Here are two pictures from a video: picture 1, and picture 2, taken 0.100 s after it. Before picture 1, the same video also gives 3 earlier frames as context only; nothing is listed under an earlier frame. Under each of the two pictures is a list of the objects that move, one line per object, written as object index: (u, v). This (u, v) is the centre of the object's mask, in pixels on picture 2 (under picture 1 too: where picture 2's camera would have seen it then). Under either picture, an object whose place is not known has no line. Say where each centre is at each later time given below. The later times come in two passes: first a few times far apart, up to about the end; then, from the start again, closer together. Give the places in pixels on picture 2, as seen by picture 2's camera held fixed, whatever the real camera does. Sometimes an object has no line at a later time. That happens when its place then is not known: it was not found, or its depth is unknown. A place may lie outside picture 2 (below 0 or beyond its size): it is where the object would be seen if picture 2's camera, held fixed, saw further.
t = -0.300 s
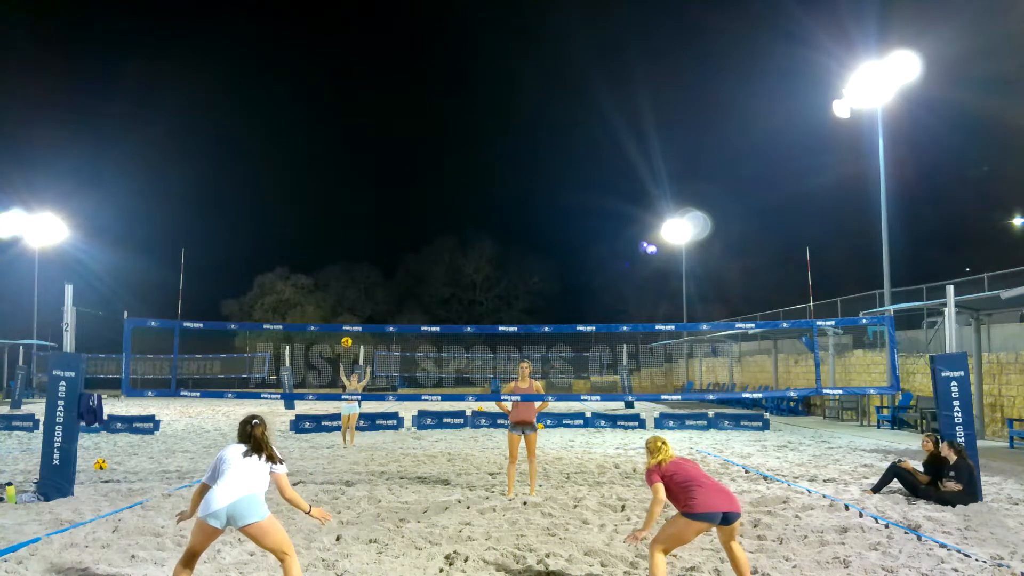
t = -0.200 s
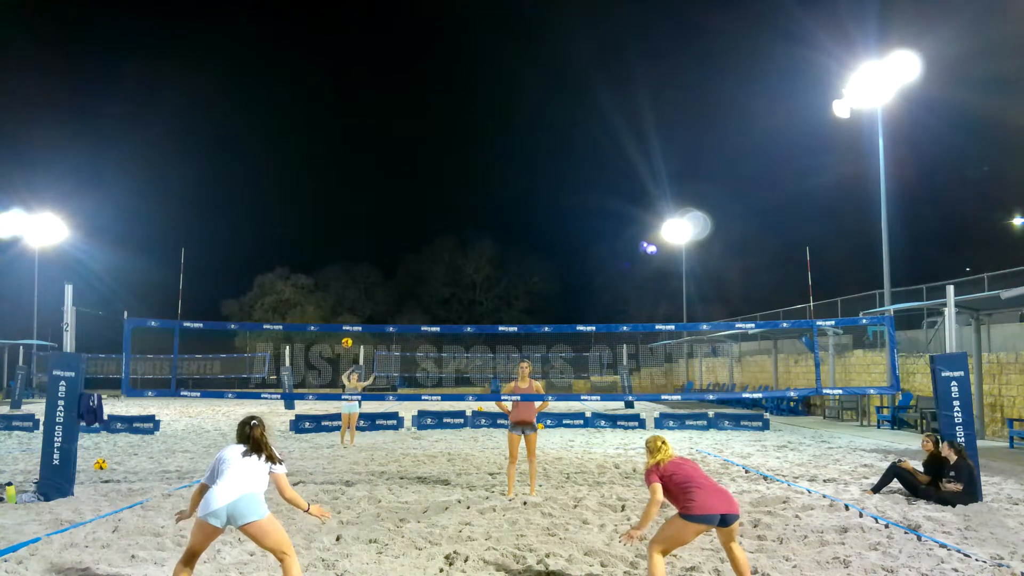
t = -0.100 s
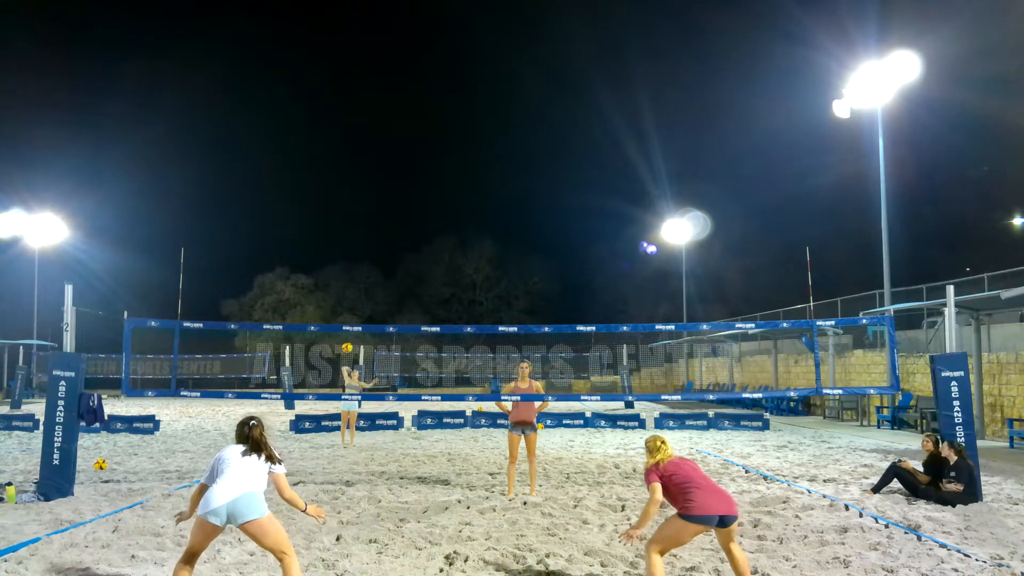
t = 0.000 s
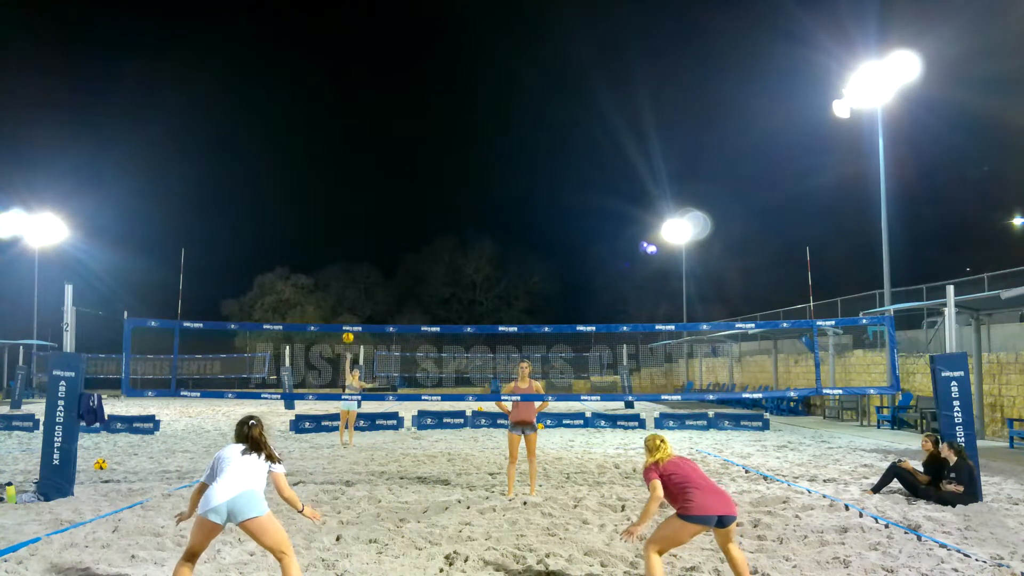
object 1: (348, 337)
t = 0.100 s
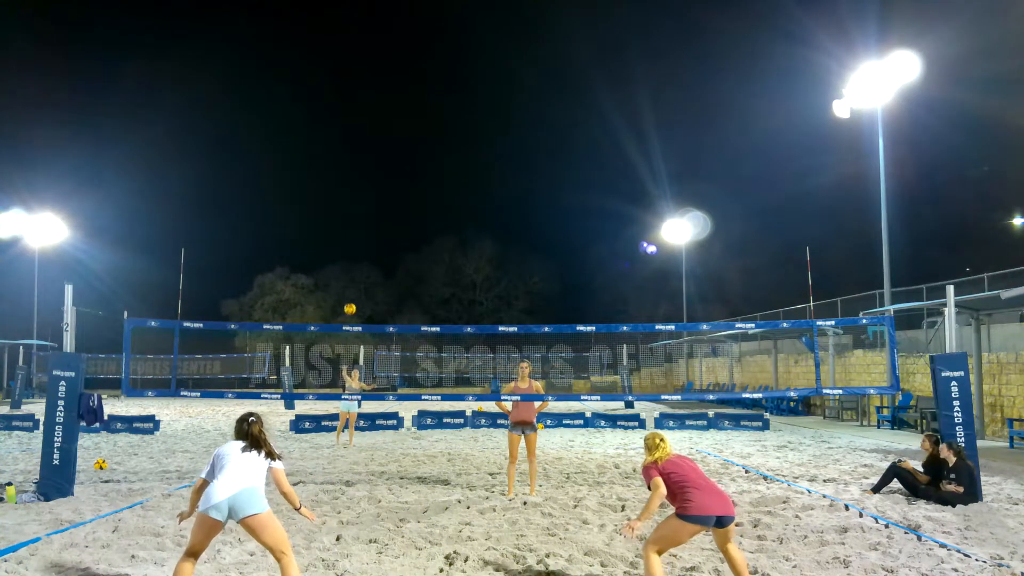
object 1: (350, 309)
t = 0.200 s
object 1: (351, 281)
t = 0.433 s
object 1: (356, 221)
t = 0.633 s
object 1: (370, 179)
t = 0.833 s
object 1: (392, 150)
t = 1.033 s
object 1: (427, 146)
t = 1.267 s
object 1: (496, 203)
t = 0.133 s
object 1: (350, 299)
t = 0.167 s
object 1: (351, 290)
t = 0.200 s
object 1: (351, 281)
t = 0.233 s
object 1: (351, 271)
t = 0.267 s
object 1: (352, 263)
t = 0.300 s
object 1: (352, 254)
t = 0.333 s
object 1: (353, 245)
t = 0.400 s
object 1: (355, 229)
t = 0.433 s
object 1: (356, 221)
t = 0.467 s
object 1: (358, 213)
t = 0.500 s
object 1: (360, 206)
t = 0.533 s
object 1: (362, 199)
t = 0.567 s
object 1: (364, 192)
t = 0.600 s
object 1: (367, 185)
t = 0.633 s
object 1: (370, 179)
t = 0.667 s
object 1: (373, 173)
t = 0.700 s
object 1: (376, 167)
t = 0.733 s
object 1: (380, 162)
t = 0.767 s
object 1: (384, 158)
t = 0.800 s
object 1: (388, 154)
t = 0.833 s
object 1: (392, 150)
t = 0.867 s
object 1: (397, 147)
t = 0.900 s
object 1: (402, 145)
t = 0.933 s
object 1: (408, 144)
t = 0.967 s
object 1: (414, 143)
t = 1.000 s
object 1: (420, 144)
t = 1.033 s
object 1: (427, 146)
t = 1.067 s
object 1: (435, 148)
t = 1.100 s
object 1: (443, 153)
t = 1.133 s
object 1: (452, 159)
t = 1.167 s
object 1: (461, 166)
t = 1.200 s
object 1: (472, 176)
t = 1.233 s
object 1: (483, 188)
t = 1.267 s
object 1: (496, 203)
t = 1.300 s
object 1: (509, 221)
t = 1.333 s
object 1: (525, 242)
